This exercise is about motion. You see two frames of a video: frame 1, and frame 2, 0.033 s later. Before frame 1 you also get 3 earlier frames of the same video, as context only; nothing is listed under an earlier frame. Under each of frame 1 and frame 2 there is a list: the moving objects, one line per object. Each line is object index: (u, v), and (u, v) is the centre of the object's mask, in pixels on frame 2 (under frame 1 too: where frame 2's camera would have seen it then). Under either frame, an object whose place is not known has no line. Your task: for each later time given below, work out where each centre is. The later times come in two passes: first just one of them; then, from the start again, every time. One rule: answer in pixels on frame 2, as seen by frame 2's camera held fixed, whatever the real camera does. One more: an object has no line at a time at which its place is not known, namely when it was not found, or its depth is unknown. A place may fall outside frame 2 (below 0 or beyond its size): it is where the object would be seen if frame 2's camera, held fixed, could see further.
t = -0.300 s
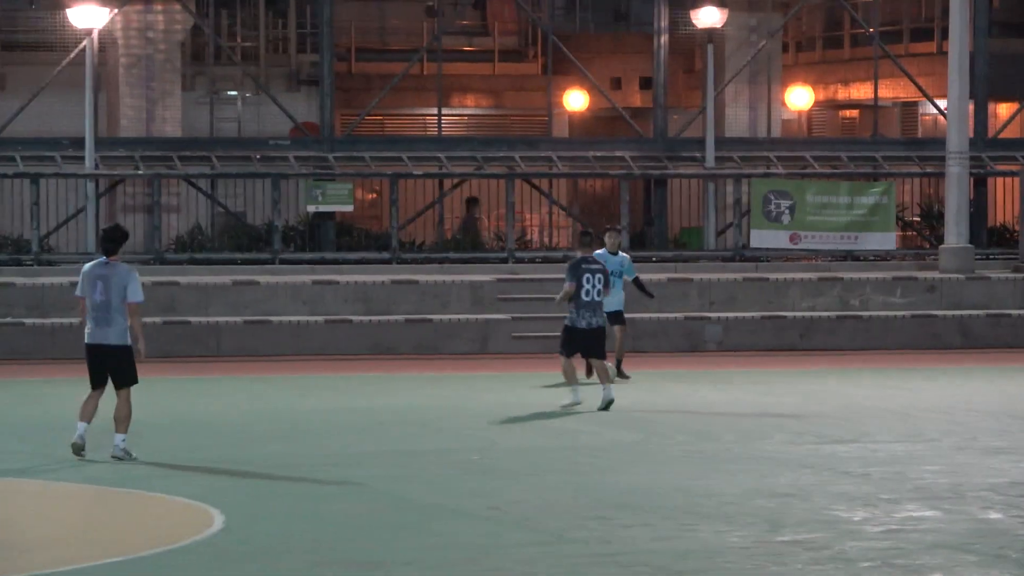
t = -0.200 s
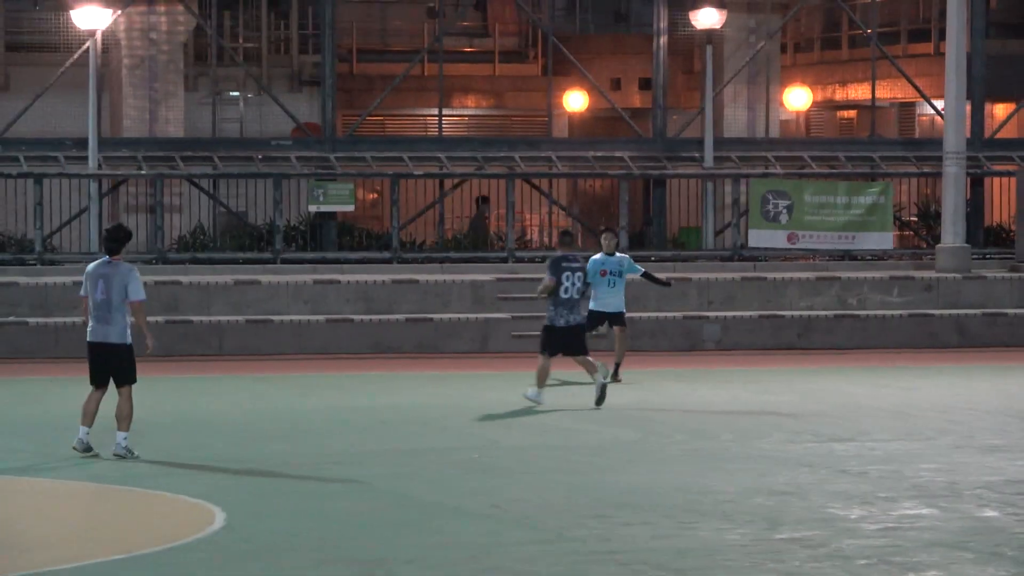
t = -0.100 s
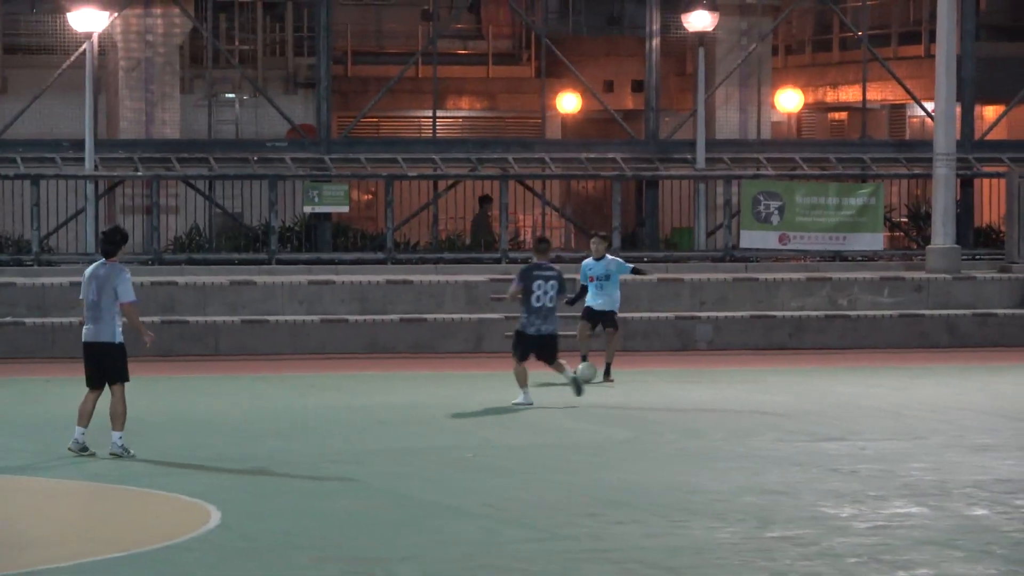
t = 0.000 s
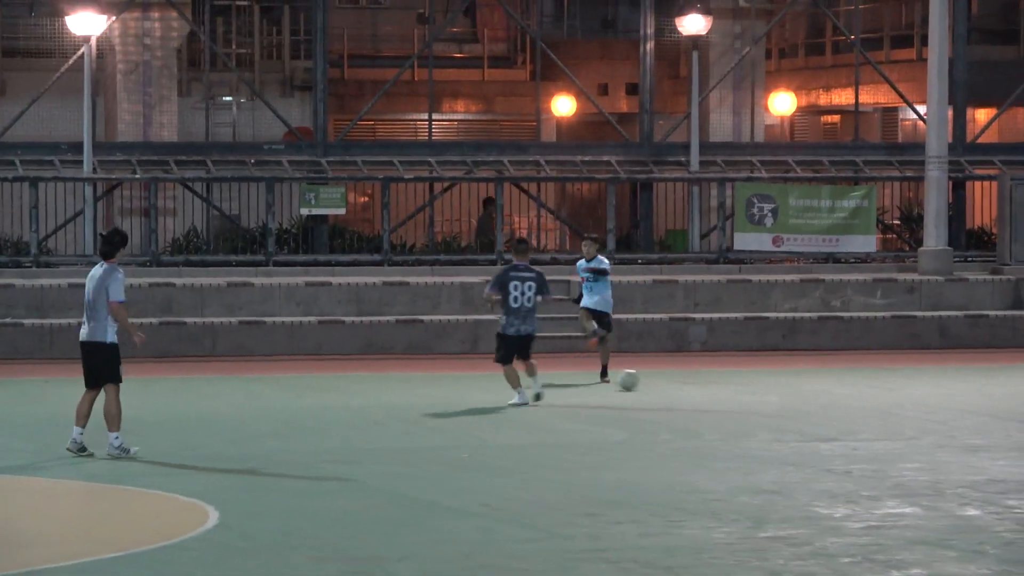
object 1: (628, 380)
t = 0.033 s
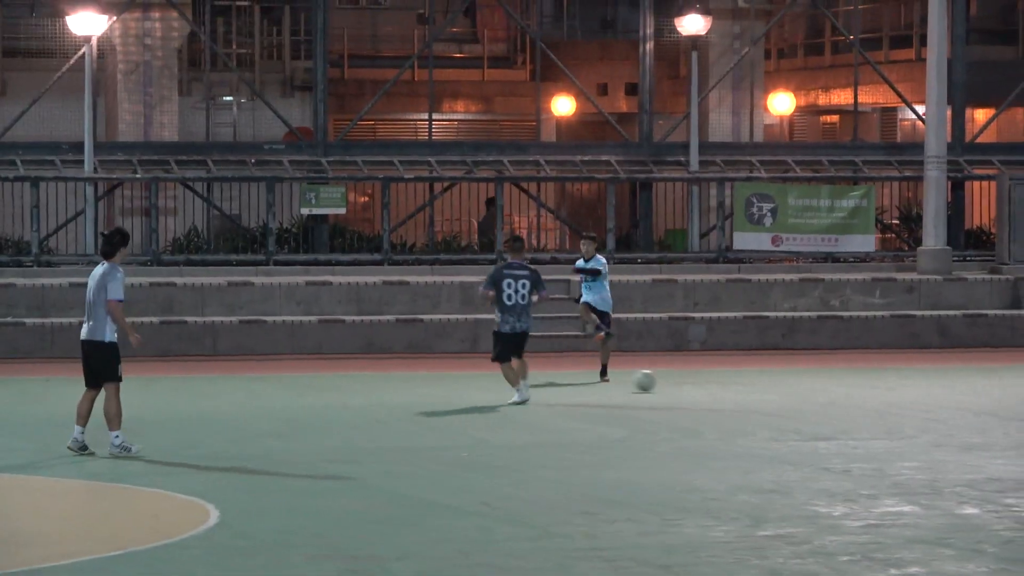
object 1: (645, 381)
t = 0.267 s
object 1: (773, 395)
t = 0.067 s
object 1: (662, 383)
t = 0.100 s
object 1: (680, 386)
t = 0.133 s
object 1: (698, 387)
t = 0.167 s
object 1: (716, 388)
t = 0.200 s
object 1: (734, 392)
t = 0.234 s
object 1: (753, 394)
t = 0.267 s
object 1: (773, 395)
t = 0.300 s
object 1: (792, 396)
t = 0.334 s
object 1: (811, 399)
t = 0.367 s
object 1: (830, 405)
